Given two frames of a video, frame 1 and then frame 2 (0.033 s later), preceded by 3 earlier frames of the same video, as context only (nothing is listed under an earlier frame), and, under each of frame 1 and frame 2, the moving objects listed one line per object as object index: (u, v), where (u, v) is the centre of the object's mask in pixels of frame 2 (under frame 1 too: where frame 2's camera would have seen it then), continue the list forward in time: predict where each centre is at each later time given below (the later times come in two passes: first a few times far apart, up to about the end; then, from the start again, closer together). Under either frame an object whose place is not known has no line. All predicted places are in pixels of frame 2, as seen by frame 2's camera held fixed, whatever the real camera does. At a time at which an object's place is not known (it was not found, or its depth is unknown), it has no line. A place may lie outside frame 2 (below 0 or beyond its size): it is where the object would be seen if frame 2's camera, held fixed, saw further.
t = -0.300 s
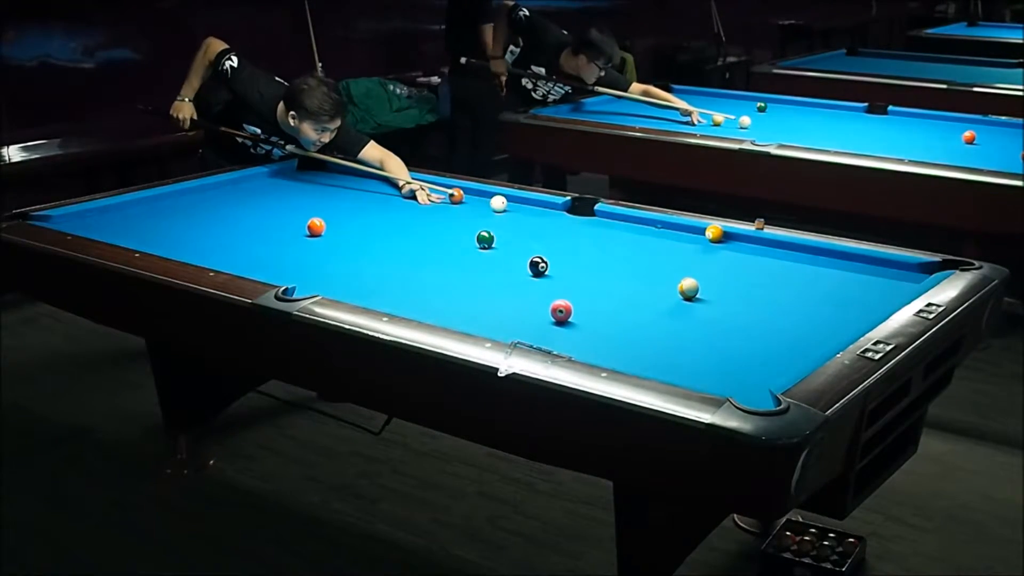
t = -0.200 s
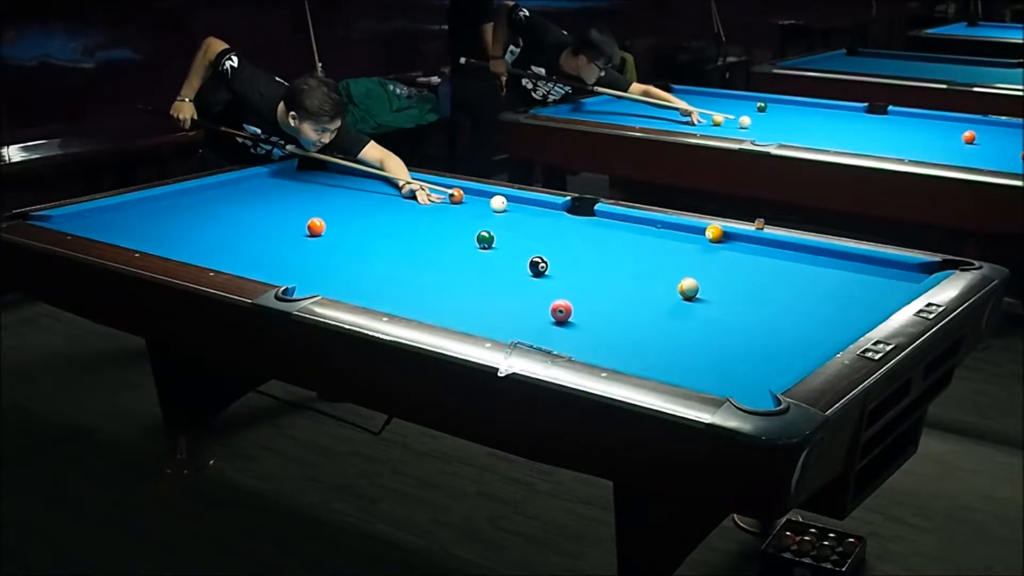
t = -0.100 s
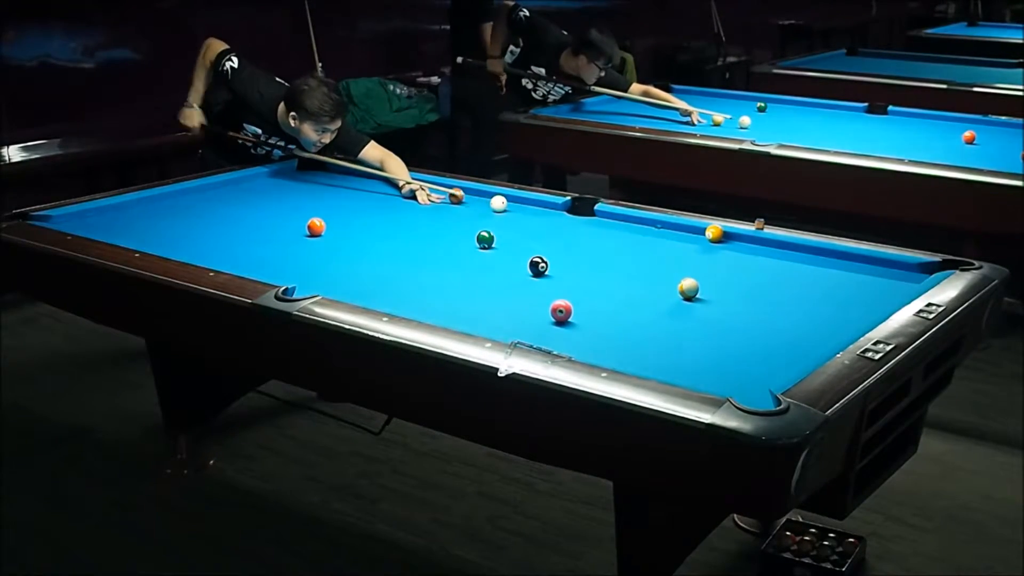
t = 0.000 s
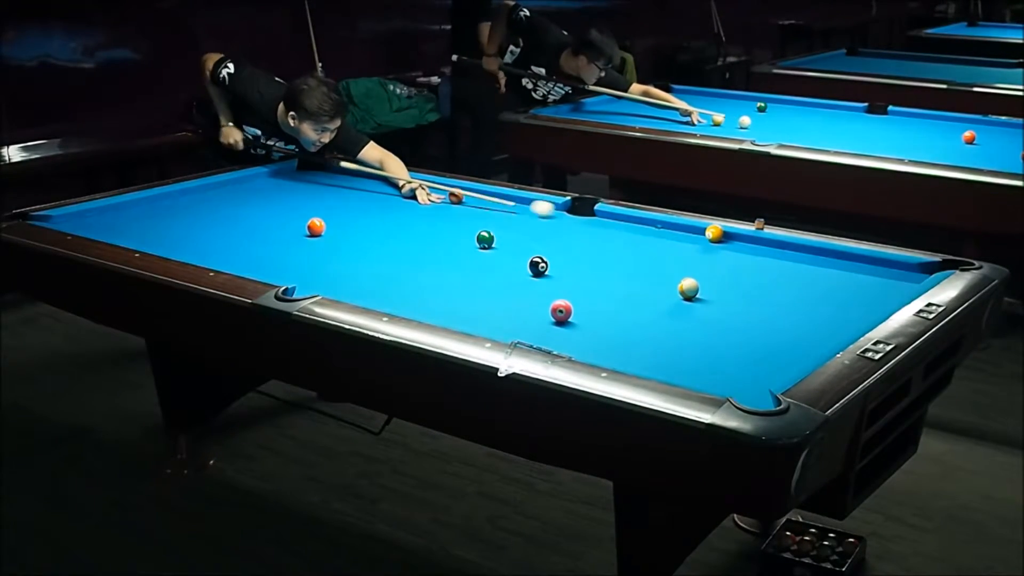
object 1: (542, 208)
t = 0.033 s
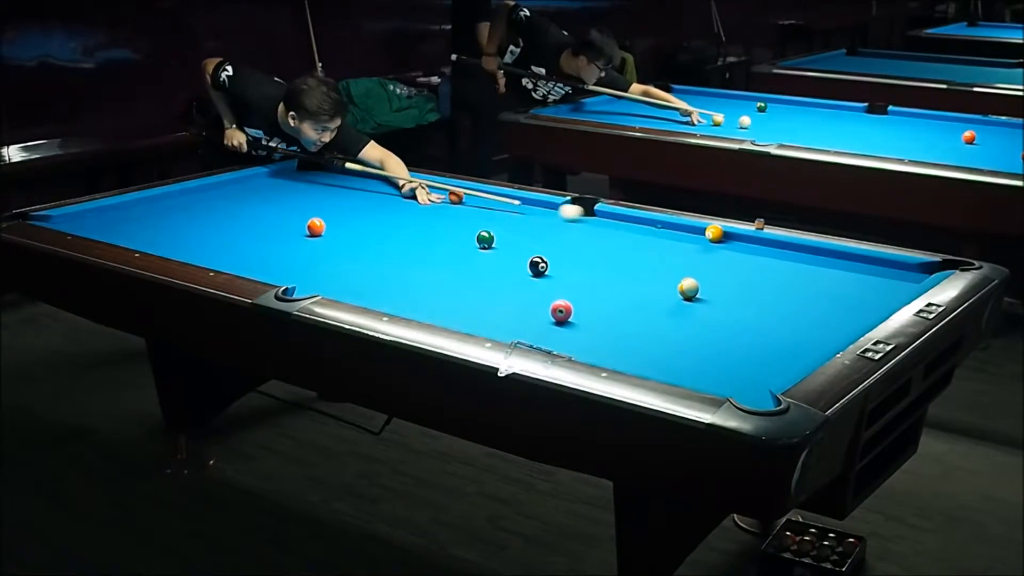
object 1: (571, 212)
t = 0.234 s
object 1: (699, 231)
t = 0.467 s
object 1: (728, 239)
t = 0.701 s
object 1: (775, 249)
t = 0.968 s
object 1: (830, 260)
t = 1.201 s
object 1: (880, 270)
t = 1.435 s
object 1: (910, 278)
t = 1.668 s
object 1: (876, 278)
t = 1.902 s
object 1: (844, 278)
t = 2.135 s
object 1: (813, 277)
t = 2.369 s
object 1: (784, 277)
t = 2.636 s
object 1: (753, 277)
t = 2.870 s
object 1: (727, 277)
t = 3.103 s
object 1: (704, 276)
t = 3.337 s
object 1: (681, 274)
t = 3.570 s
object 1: (662, 277)
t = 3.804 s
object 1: (643, 277)
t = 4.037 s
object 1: (626, 277)
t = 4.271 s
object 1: (611, 277)
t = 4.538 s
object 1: (595, 277)
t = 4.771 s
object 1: (583, 276)
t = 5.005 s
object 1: (573, 276)
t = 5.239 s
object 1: (565, 277)
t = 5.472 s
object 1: (559, 277)
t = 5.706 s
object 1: (555, 277)
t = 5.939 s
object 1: (553, 277)
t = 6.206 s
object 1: (552, 277)
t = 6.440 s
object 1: (552, 277)
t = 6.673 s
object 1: (553, 277)
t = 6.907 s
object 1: (553, 277)
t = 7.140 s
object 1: (552, 277)
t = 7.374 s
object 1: (553, 277)
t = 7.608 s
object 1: (552, 277)
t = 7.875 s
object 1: (553, 277)
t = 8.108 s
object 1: (553, 277)
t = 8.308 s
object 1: (553, 277)
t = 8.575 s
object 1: (553, 277)
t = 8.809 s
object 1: (553, 277)
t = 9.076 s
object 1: (553, 277)
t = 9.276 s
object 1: (553, 277)
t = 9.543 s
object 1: (553, 277)
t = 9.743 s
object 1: (553, 277)
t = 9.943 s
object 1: (553, 277)
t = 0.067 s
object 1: (598, 216)
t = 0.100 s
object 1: (625, 220)
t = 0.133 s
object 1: (653, 223)
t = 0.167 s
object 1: (681, 227)
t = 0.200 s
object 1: (699, 231)
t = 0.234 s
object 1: (699, 231)
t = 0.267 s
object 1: (700, 232)
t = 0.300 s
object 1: (702, 233)
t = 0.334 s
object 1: (706, 234)
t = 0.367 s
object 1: (710, 235)
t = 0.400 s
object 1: (716, 236)
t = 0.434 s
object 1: (722, 237)
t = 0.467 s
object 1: (728, 239)
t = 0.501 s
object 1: (735, 240)
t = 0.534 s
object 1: (741, 242)
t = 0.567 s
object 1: (748, 243)
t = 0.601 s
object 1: (755, 244)
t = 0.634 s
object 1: (762, 246)
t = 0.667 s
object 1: (768, 247)
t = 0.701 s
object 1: (775, 249)
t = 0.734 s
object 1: (782, 250)
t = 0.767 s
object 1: (789, 251)
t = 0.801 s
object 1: (796, 253)
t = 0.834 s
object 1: (802, 254)
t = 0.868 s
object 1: (809, 256)
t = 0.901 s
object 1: (816, 257)
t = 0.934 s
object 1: (823, 259)
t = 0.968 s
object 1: (830, 260)
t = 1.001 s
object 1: (837, 261)
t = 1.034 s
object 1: (844, 263)
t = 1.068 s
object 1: (851, 264)
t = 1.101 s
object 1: (858, 266)
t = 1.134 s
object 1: (865, 267)
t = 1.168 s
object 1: (873, 269)
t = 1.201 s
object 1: (880, 270)
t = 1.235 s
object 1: (887, 272)
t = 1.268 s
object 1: (894, 273)
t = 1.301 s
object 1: (901, 275)
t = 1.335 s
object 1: (908, 276)
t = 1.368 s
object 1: (914, 276)
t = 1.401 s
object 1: (915, 277)
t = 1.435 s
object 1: (910, 278)
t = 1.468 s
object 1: (905, 278)
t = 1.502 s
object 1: (901, 278)
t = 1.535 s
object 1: (896, 278)
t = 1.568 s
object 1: (891, 278)
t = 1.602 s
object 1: (886, 278)
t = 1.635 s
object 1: (881, 278)
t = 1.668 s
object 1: (876, 278)
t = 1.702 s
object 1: (872, 278)
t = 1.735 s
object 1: (867, 278)
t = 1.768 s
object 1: (862, 278)
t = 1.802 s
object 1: (857, 278)
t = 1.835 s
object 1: (853, 278)
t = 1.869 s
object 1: (848, 278)
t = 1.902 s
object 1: (844, 278)
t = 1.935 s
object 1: (839, 278)
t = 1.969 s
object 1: (835, 278)
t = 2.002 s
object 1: (830, 278)
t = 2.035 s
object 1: (826, 277)
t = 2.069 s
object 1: (821, 277)
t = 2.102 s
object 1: (817, 278)
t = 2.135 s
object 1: (813, 277)
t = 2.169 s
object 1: (809, 277)
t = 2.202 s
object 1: (804, 277)
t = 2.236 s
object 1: (800, 277)
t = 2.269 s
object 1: (796, 277)
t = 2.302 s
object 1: (792, 277)
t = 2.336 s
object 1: (788, 277)
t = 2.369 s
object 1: (784, 277)
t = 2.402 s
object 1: (780, 277)
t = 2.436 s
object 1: (776, 277)
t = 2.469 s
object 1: (772, 277)
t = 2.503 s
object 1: (768, 277)
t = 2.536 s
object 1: (764, 277)
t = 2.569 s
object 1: (760, 277)
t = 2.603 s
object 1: (756, 277)
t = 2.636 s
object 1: (753, 277)
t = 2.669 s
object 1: (749, 277)
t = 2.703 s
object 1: (745, 277)
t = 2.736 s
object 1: (742, 277)
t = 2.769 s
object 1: (738, 277)
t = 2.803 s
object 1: (734, 277)
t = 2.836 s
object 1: (731, 277)
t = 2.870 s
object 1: (727, 277)
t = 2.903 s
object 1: (724, 277)
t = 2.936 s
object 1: (721, 277)
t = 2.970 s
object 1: (717, 277)
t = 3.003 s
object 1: (714, 277)
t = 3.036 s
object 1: (711, 277)
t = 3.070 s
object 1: (707, 277)
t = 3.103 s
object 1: (704, 276)
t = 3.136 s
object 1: (701, 276)
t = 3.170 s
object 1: (699, 275)
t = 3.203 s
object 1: (695, 274)
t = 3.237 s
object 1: (692, 274)
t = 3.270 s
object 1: (688, 273)
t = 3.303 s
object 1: (684, 274)
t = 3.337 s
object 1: (681, 274)
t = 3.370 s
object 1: (678, 275)
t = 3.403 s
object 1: (675, 276)
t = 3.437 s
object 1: (673, 276)
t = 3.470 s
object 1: (670, 277)
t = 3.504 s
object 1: (667, 277)
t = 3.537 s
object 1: (664, 277)
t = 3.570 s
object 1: (662, 277)
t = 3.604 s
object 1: (659, 277)
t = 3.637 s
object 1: (656, 277)
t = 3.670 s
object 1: (653, 277)
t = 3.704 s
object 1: (651, 277)
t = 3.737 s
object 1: (648, 277)
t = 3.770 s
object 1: (646, 277)
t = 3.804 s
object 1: (643, 277)
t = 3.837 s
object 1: (640, 277)
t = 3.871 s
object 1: (638, 277)
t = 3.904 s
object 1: (636, 277)
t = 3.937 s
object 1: (633, 277)
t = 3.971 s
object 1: (631, 277)
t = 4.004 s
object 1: (628, 277)
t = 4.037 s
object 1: (626, 277)
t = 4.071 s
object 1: (624, 277)
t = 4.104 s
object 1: (622, 277)
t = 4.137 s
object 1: (619, 277)
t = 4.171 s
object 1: (617, 277)
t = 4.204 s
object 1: (615, 277)
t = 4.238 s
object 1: (613, 277)
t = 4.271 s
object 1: (611, 277)
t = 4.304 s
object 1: (609, 277)
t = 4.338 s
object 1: (607, 277)
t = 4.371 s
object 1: (605, 277)
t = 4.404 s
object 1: (603, 277)
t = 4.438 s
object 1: (601, 277)
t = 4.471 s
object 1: (599, 277)
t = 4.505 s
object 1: (597, 277)
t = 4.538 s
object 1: (595, 277)
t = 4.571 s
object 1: (593, 277)
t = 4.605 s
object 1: (592, 277)
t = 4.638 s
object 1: (590, 277)
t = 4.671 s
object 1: (588, 277)
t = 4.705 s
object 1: (587, 277)
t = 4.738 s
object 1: (585, 277)
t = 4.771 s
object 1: (583, 276)
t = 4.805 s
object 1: (582, 276)
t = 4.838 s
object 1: (580, 277)
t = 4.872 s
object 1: (579, 276)
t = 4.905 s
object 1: (577, 277)
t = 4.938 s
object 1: (576, 277)
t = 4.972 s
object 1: (575, 276)
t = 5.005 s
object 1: (573, 276)
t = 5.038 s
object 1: (572, 277)
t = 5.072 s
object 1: (571, 276)
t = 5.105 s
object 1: (570, 276)
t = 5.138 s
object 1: (569, 277)
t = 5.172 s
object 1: (567, 277)
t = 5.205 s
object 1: (566, 277)
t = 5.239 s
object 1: (565, 277)
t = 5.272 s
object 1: (564, 277)
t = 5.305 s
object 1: (563, 277)
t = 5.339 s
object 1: (562, 277)
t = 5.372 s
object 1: (562, 277)
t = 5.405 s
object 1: (561, 277)
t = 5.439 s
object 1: (560, 277)
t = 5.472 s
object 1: (559, 277)
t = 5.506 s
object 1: (559, 277)
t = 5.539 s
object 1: (558, 277)
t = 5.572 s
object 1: (558, 277)
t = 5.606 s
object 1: (557, 277)
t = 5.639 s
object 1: (556, 277)
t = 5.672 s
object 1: (556, 277)
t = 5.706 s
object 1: (555, 277)
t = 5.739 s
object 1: (555, 277)
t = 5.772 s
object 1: (554, 277)
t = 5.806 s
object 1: (554, 277)
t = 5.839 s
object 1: (554, 277)
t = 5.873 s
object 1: (553, 277)
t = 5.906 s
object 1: (553, 277)
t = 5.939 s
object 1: (553, 277)
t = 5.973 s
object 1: (553, 277)
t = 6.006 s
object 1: (552, 277)
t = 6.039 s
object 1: (552, 277)
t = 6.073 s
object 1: (552, 277)
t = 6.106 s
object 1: (552, 277)
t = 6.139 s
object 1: (552, 277)
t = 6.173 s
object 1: (552, 277)
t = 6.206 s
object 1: (552, 277)
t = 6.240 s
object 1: (552, 277)
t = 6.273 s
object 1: (552, 277)
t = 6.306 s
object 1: (552, 277)
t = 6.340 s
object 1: (552, 277)
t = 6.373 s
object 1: (552, 277)
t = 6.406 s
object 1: (552, 277)
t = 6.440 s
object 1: (552, 277)
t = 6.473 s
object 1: (552, 277)
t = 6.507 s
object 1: (552, 277)
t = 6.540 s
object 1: (552, 277)
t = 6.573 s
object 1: (552, 277)
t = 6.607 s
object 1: (553, 277)
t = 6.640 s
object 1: (553, 277)
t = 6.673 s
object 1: (553, 277)
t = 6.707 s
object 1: (553, 277)
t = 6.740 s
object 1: (553, 277)
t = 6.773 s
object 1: (553, 277)
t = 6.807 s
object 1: (553, 277)
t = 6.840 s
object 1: (553, 277)
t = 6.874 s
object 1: (553, 277)
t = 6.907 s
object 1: (553, 277)
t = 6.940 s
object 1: (552, 277)
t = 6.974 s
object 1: (552, 277)
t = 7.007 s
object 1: (553, 277)
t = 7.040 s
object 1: (553, 277)
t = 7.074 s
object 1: (553, 277)
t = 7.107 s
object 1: (553, 277)
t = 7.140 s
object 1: (552, 277)
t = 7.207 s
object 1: (552, 277)
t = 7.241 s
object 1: (553, 277)
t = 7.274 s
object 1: (553, 277)
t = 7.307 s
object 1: (553, 277)
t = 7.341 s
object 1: (553, 277)
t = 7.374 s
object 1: (553, 277)
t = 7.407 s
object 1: (553, 277)
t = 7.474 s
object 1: (553, 277)
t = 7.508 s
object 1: (553, 277)
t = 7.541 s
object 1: (552, 277)
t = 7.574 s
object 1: (552, 277)
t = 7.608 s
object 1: (552, 277)
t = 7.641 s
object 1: (553, 277)
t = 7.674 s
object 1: (553, 277)
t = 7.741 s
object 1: (552, 277)
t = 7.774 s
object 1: (553, 277)
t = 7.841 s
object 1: (553, 277)
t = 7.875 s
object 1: (553, 277)
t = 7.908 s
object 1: (553, 277)
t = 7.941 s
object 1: (553, 277)
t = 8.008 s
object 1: (553, 277)
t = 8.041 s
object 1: (553, 277)
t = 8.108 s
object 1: (553, 277)
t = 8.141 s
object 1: (553, 277)
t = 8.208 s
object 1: (553, 277)
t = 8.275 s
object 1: (553, 277)
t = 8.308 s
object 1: (553, 277)
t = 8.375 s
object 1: (553, 277)
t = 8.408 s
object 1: (553, 277)
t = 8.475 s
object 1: (553, 277)
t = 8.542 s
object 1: (553, 277)
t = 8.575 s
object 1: (553, 277)
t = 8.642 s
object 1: (553, 277)
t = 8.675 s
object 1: (553, 277)
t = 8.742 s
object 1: (553, 277)
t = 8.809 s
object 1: (553, 277)
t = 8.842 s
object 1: (553, 277)
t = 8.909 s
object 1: (553, 277)
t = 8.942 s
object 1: (553, 277)
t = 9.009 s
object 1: (553, 277)
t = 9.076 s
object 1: (553, 277)
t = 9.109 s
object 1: (553, 277)
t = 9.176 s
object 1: (553, 277)
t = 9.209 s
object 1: (553, 277)
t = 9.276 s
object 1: (553, 277)
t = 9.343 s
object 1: (553, 277)
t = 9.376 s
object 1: (553, 277)
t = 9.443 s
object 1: (553, 277)
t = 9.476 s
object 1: (553, 277)
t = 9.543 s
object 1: (553, 277)
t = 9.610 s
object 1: (553, 277)
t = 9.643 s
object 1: (553, 277)
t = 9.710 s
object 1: (553, 277)
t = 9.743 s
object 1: (553, 277)
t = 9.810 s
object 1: (553, 277)
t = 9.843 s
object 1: (553, 277)
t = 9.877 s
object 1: (553, 277)
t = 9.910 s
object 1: (553, 277)
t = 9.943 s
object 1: (553, 277)
